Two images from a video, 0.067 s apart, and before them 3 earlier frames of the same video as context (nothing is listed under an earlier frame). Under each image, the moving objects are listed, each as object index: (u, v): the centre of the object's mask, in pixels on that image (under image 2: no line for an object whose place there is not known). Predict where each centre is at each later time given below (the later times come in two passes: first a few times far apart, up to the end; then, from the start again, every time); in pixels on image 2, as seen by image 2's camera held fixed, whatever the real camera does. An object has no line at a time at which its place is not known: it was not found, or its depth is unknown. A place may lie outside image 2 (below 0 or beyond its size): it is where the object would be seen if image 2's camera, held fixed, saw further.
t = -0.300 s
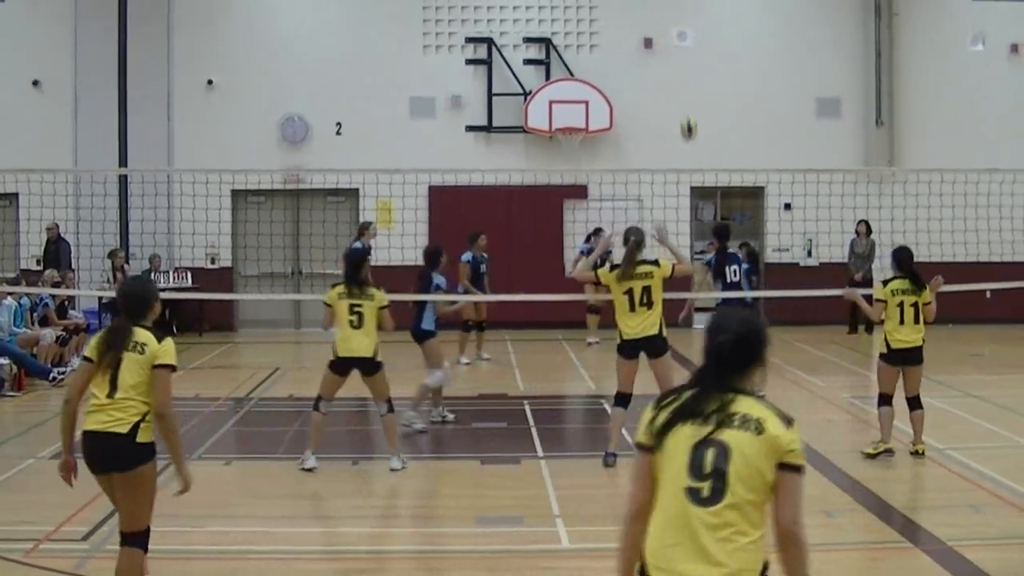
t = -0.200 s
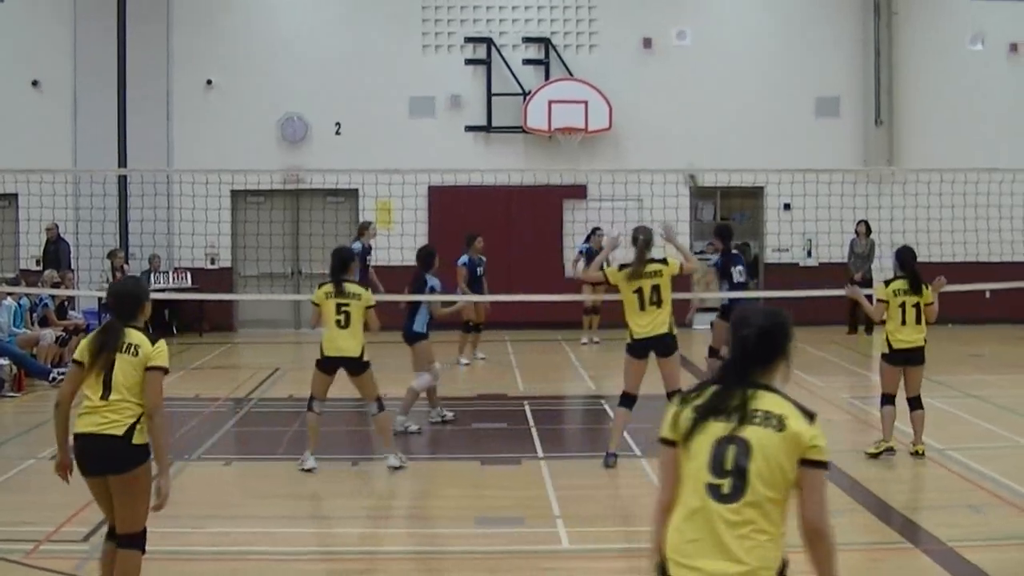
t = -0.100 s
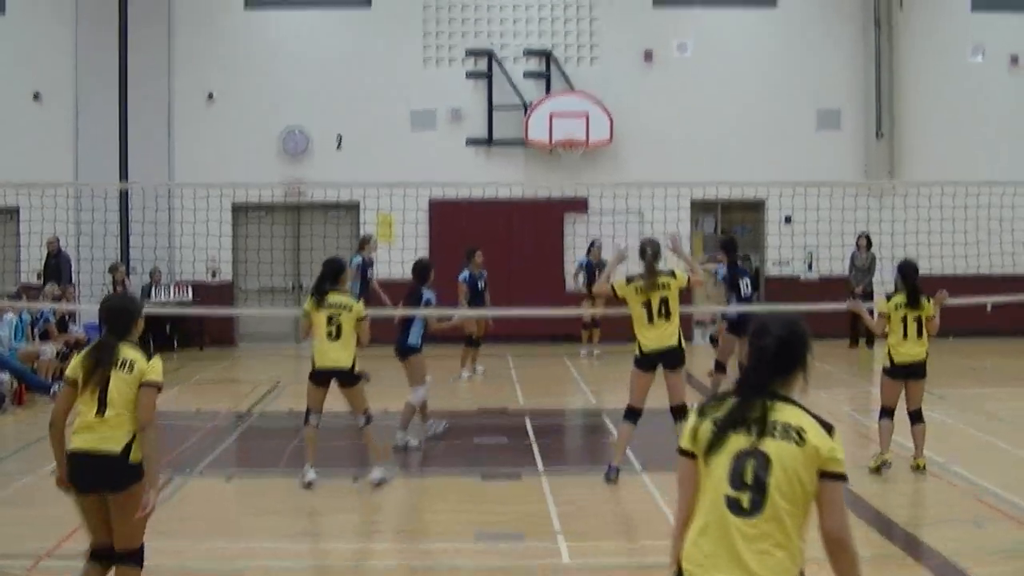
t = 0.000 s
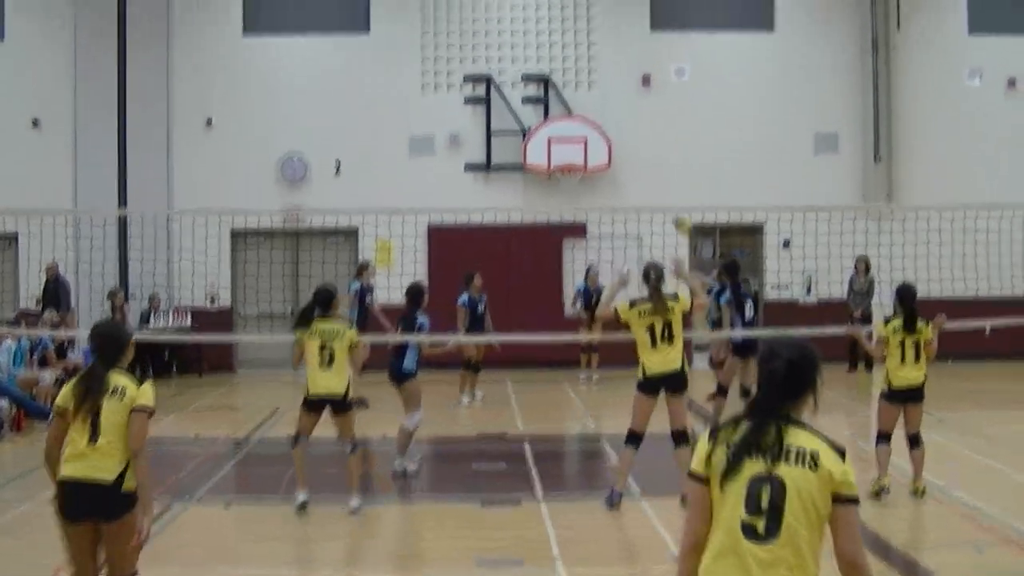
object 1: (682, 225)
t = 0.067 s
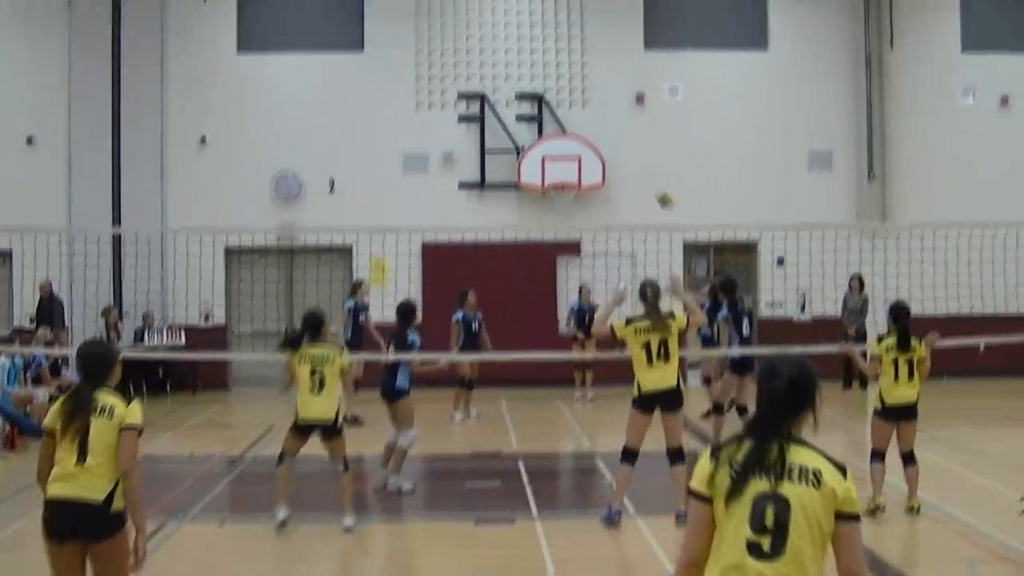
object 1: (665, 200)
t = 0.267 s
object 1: (634, 97)
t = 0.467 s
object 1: (603, 26)
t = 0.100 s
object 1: (659, 181)
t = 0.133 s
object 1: (654, 162)
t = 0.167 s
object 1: (648, 143)
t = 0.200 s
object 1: (643, 127)
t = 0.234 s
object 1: (639, 107)
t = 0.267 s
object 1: (634, 97)
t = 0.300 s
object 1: (630, 83)
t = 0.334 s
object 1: (624, 69)
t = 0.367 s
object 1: (618, 57)
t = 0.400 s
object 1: (612, 46)
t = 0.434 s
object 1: (607, 35)
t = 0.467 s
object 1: (603, 26)
